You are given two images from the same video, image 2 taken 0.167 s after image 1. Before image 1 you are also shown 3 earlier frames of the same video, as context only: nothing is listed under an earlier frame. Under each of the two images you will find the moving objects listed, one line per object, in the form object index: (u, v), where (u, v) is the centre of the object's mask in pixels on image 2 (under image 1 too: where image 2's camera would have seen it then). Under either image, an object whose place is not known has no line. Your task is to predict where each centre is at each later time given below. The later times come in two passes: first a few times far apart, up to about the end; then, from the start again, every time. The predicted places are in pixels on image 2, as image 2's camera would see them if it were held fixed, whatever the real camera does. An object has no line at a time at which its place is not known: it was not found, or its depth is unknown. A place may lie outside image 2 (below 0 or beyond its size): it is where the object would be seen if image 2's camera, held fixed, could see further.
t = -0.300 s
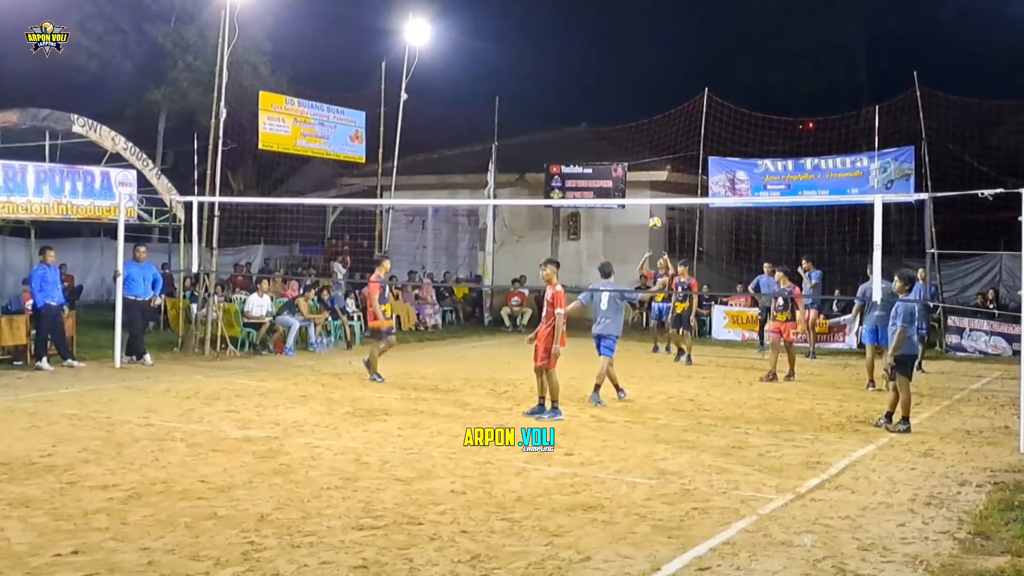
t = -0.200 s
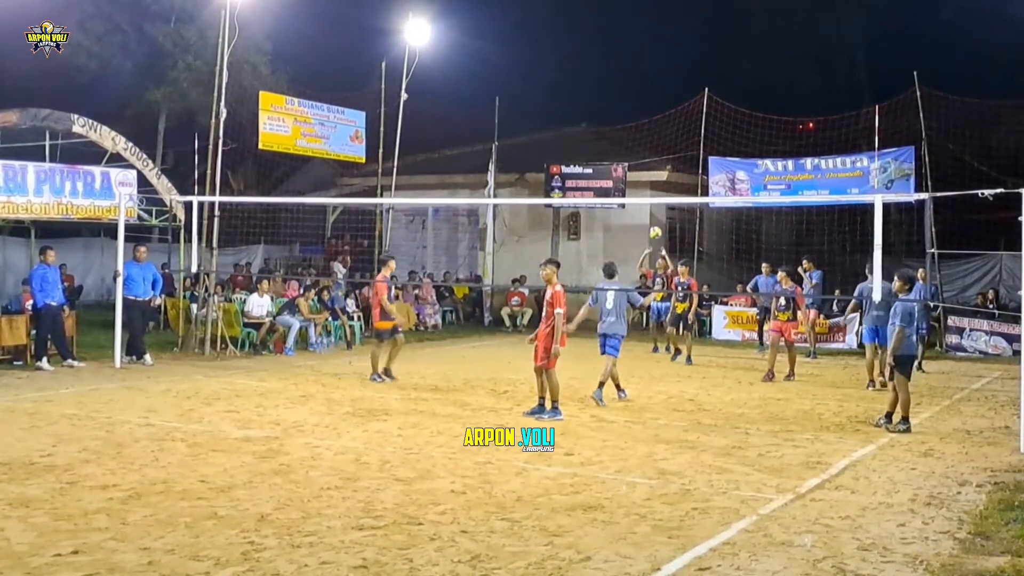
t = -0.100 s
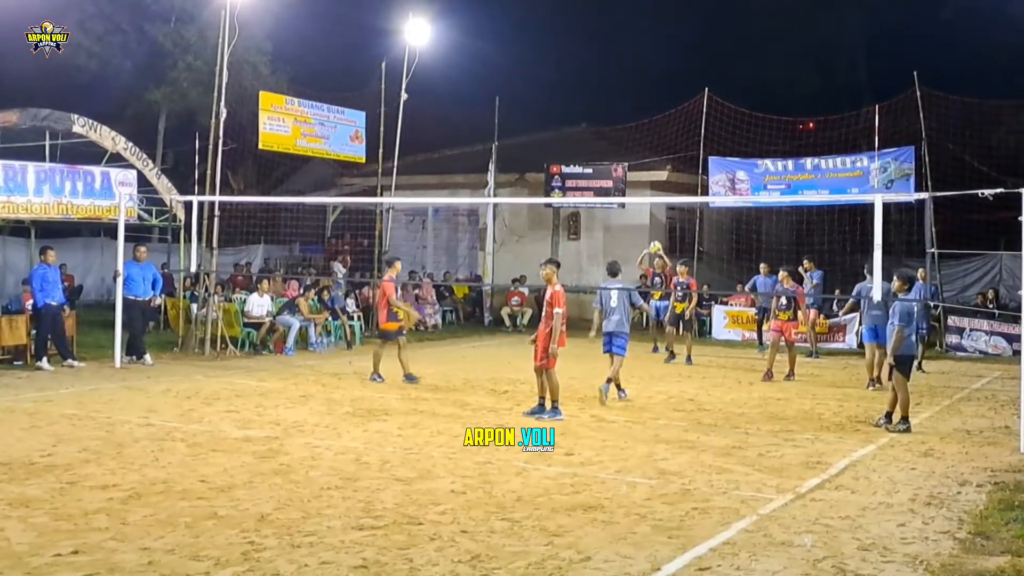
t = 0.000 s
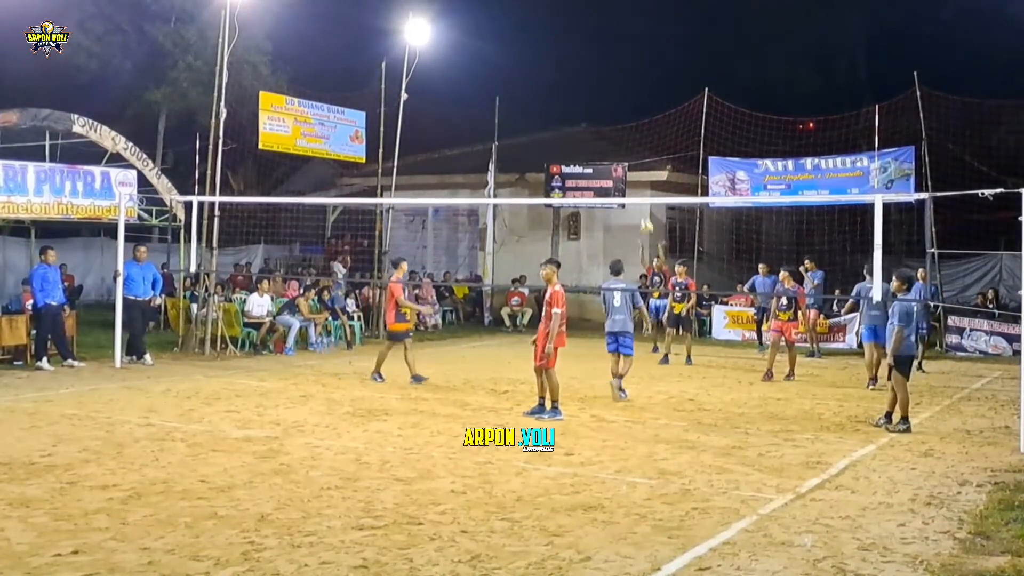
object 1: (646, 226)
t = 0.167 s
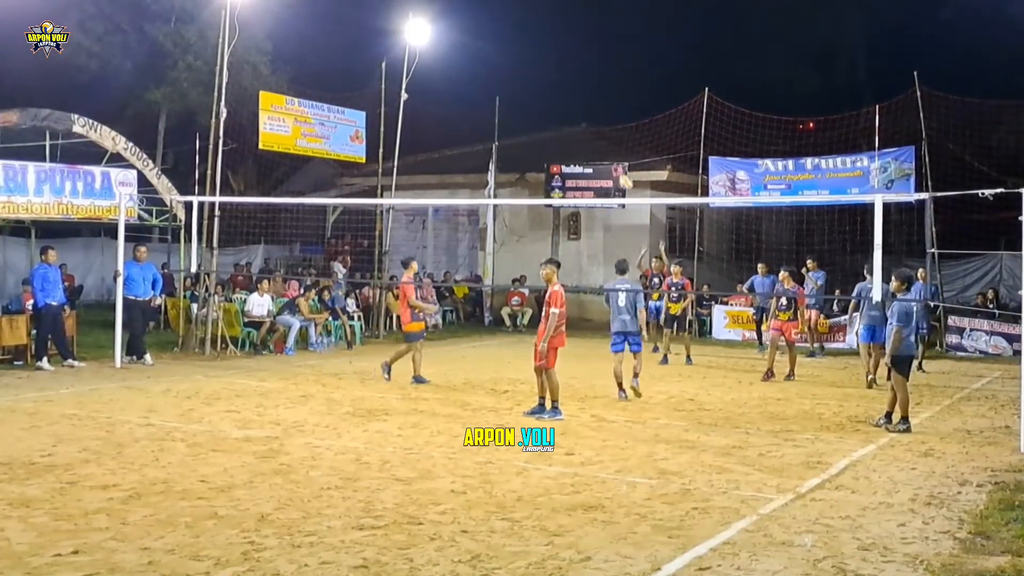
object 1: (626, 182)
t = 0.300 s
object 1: (608, 156)
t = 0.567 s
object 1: (569, 134)
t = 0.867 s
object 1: (520, 162)
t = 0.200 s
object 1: (621, 175)
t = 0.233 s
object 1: (617, 168)
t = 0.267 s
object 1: (613, 162)
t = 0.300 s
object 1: (608, 156)
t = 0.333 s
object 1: (603, 151)
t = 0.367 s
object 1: (598, 147)
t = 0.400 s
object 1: (594, 143)
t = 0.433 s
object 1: (589, 140)
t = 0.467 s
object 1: (584, 137)
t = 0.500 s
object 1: (579, 136)
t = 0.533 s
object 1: (574, 134)
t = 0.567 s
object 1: (569, 134)
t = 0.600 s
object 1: (563, 134)
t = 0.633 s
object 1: (559, 134)
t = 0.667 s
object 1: (553, 136)
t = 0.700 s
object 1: (548, 139)
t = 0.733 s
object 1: (542, 142)
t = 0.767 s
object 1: (537, 146)
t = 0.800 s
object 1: (531, 150)
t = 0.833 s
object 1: (526, 155)
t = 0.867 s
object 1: (520, 162)
